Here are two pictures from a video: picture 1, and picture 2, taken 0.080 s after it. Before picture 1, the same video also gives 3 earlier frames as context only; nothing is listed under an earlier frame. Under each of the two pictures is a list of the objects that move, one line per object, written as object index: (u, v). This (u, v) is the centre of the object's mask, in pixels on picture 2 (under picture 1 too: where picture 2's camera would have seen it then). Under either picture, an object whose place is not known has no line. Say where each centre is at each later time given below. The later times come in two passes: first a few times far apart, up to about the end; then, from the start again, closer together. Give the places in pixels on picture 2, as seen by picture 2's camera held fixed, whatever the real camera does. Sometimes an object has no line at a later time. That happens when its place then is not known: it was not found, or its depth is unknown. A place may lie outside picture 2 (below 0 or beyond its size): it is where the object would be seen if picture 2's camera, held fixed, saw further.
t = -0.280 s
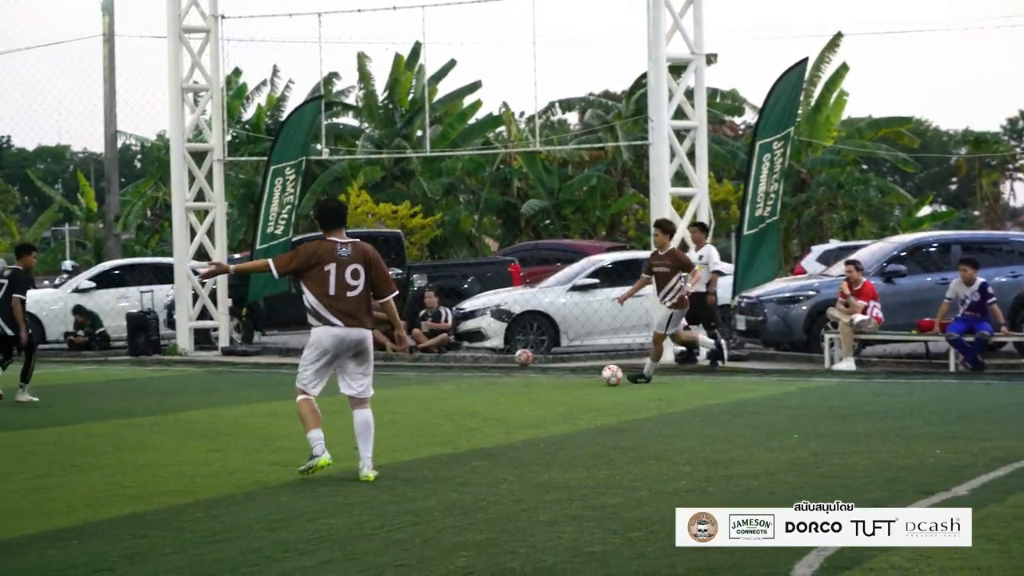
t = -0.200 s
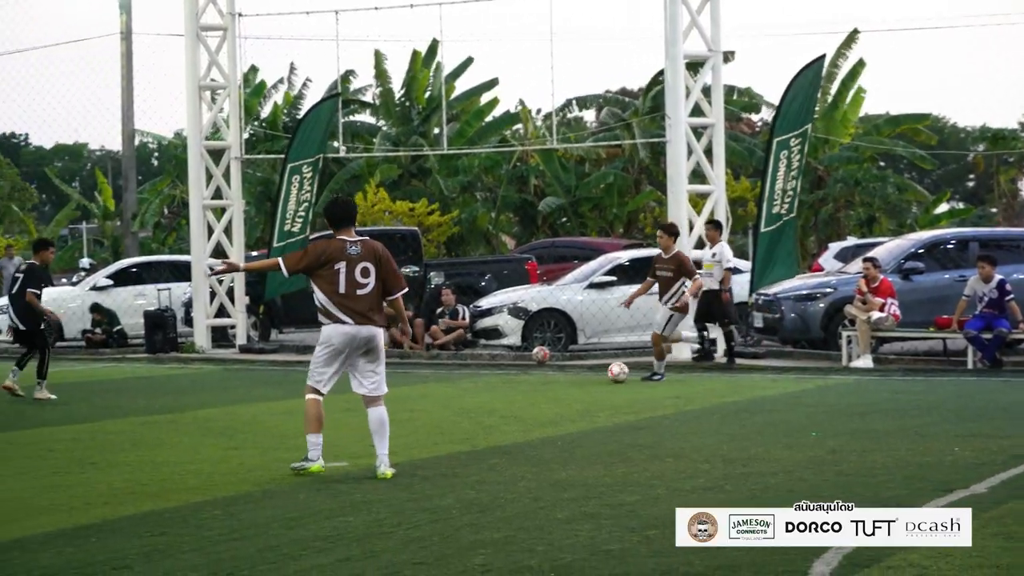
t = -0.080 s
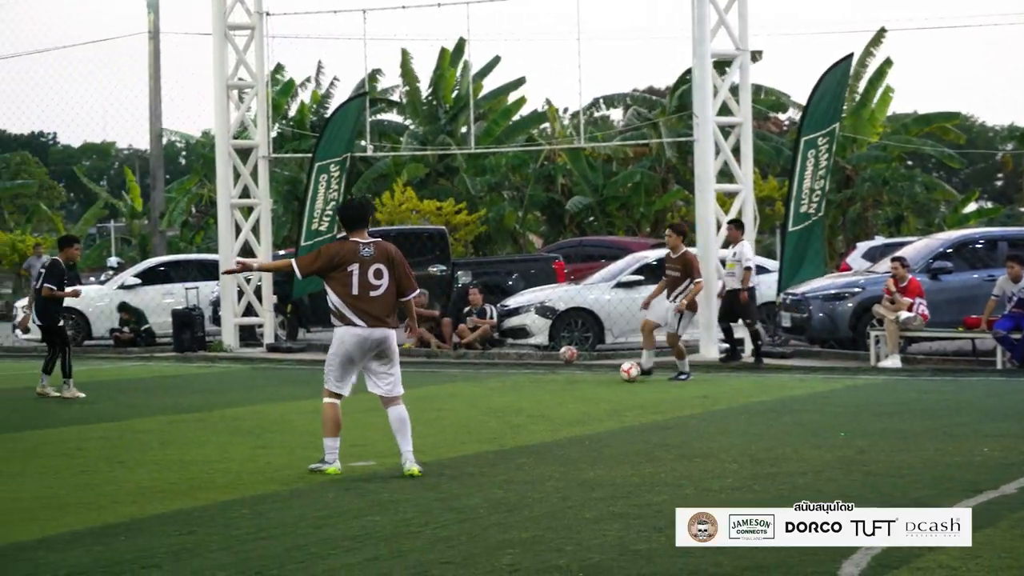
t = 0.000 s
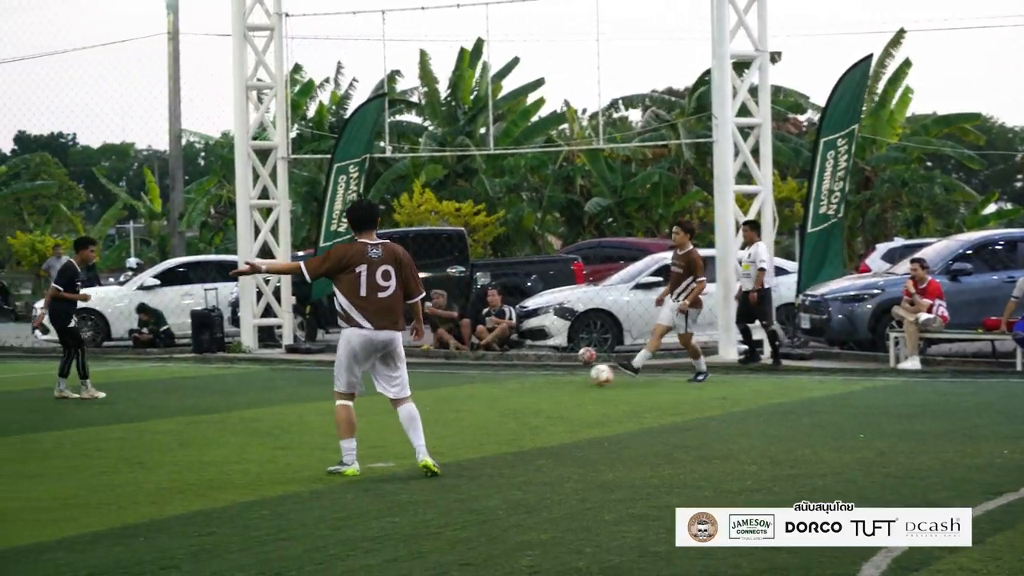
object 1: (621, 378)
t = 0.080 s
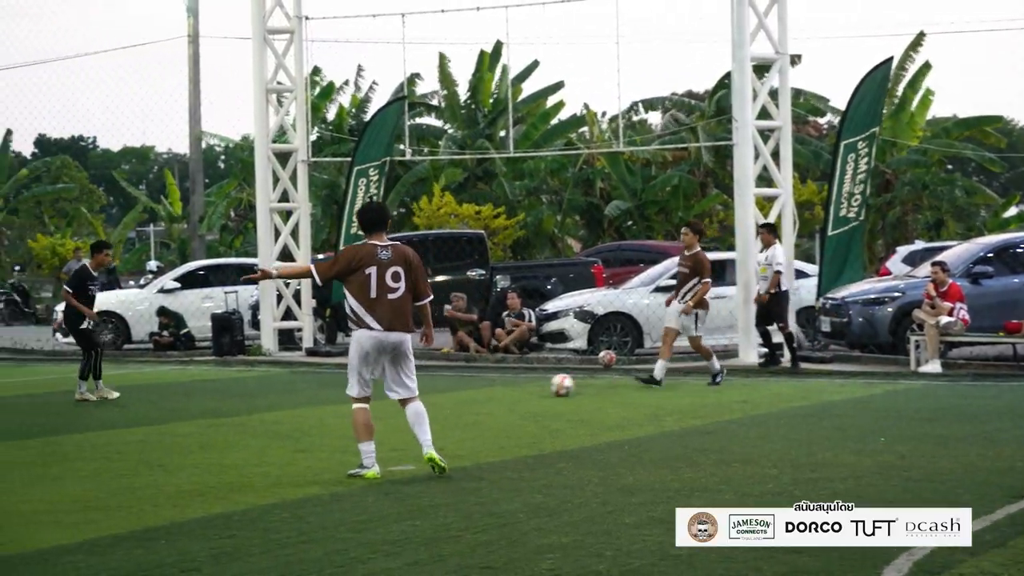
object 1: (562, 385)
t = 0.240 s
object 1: (442, 395)
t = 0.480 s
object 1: (252, 414)
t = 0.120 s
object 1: (533, 386)
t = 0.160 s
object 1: (503, 390)
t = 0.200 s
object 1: (472, 393)
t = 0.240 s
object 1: (442, 395)
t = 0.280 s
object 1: (411, 399)
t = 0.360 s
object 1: (341, 407)
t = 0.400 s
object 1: (316, 407)
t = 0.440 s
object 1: (285, 410)
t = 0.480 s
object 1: (252, 414)
